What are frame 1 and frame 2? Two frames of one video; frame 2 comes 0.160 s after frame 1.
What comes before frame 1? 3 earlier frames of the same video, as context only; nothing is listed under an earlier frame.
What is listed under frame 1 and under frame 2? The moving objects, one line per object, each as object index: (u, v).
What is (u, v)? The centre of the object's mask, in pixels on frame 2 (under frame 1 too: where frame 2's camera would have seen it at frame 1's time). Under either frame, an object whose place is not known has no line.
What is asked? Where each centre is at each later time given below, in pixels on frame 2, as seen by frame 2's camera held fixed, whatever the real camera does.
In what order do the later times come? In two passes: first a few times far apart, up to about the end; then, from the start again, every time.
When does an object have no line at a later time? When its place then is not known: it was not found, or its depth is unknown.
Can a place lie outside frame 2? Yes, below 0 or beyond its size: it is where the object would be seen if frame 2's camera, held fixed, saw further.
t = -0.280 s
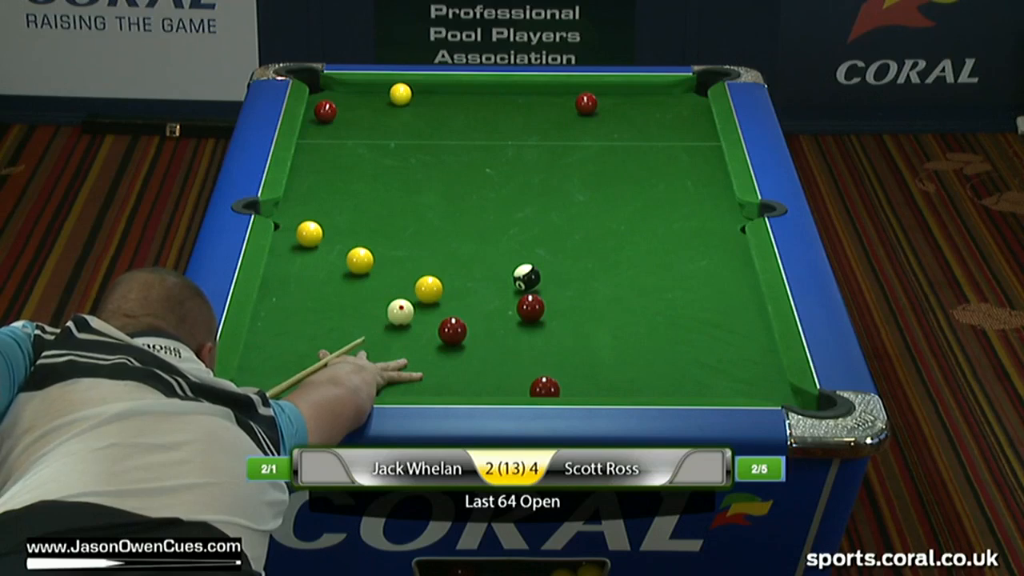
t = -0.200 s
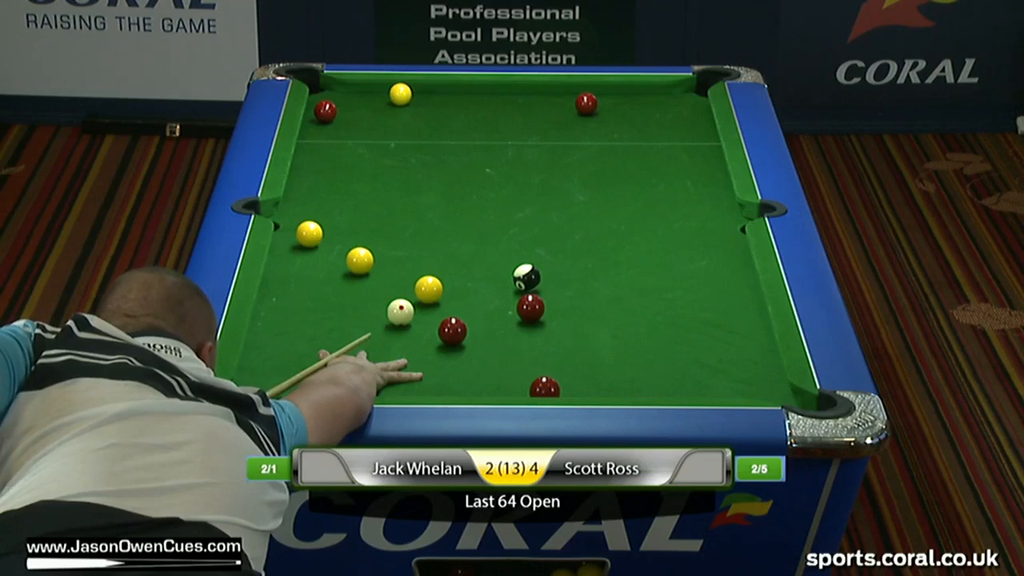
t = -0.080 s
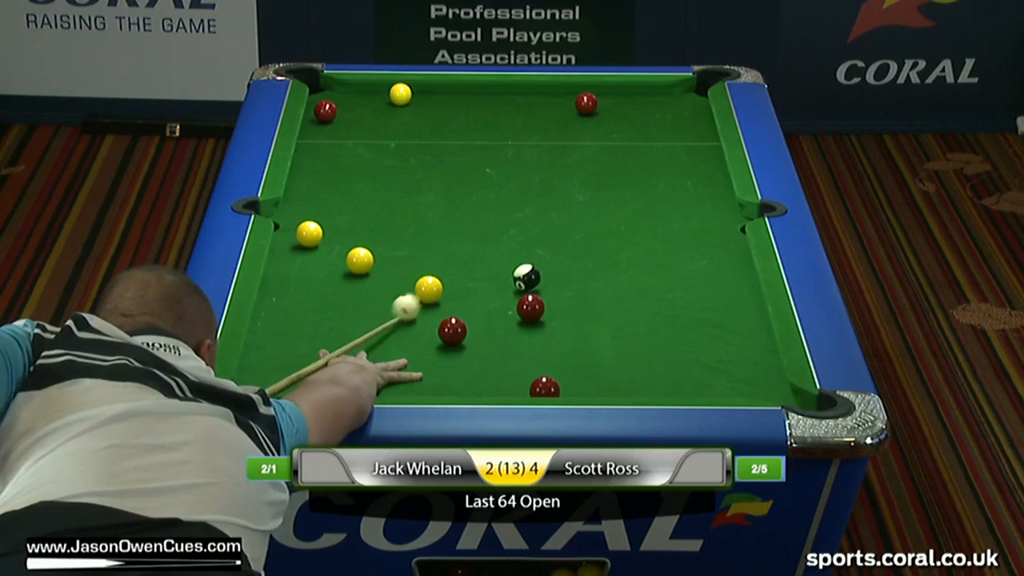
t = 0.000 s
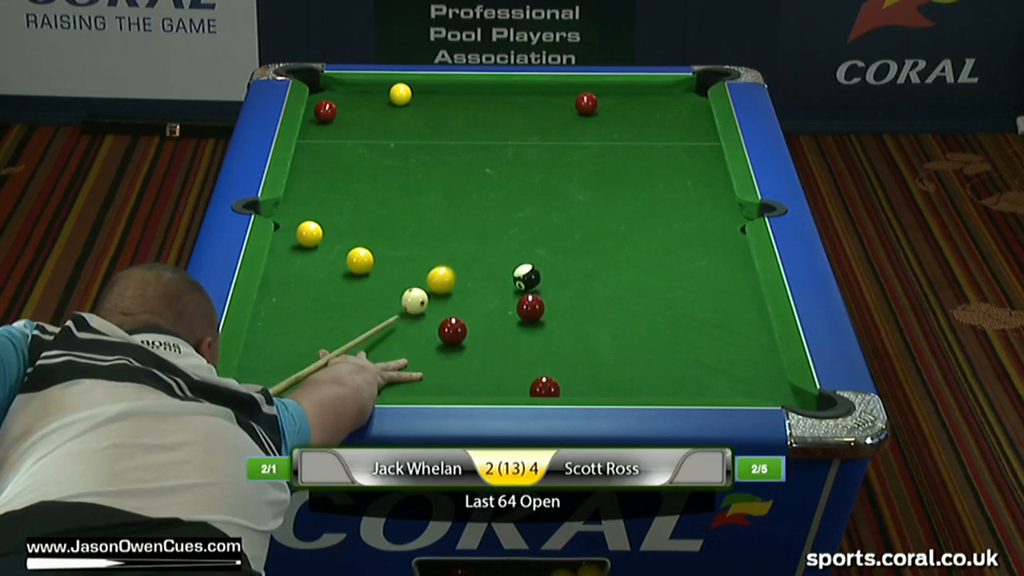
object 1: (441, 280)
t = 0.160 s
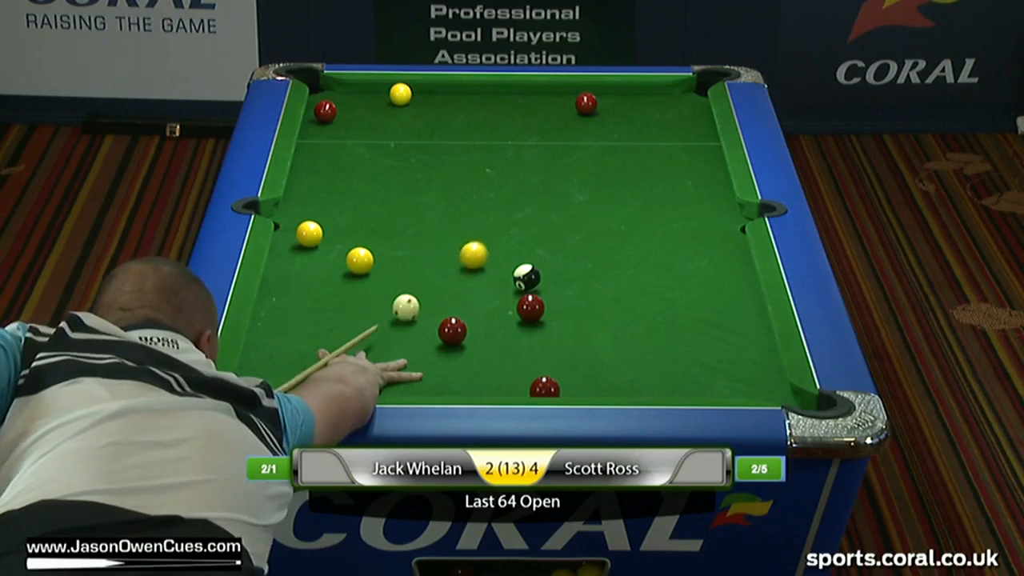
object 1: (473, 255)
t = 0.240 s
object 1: (488, 244)
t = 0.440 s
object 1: (523, 218)
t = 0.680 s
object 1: (560, 189)
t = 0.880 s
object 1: (589, 167)
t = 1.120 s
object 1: (621, 143)
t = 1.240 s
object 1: (636, 132)
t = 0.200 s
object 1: (481, 249)
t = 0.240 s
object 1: (488, 244)
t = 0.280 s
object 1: (495, 239)
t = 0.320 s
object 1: (502, 233)
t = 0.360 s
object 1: (509, 228)
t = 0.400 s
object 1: (516, 223)
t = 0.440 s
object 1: (523, 218)
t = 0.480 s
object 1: (529, 213)
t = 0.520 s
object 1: (536, 208)
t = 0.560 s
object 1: (542, 203)
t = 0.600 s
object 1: (548, 198)
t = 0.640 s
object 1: (554, 193)
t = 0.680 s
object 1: (560, 189)
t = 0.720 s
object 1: (566, 185)
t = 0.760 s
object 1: (572, 180)
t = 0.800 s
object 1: (578, 176)
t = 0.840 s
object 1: (583, 172)
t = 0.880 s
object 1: (589, 167)
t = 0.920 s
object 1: (594, 163)
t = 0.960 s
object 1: (600, 159)
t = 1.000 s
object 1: (605, 155)
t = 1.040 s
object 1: (610, 151)
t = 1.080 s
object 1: (616, 147)
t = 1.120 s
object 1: (621, 143)
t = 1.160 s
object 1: (626, 139)
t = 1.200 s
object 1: (631, 135)
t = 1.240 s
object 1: (636, 132)
